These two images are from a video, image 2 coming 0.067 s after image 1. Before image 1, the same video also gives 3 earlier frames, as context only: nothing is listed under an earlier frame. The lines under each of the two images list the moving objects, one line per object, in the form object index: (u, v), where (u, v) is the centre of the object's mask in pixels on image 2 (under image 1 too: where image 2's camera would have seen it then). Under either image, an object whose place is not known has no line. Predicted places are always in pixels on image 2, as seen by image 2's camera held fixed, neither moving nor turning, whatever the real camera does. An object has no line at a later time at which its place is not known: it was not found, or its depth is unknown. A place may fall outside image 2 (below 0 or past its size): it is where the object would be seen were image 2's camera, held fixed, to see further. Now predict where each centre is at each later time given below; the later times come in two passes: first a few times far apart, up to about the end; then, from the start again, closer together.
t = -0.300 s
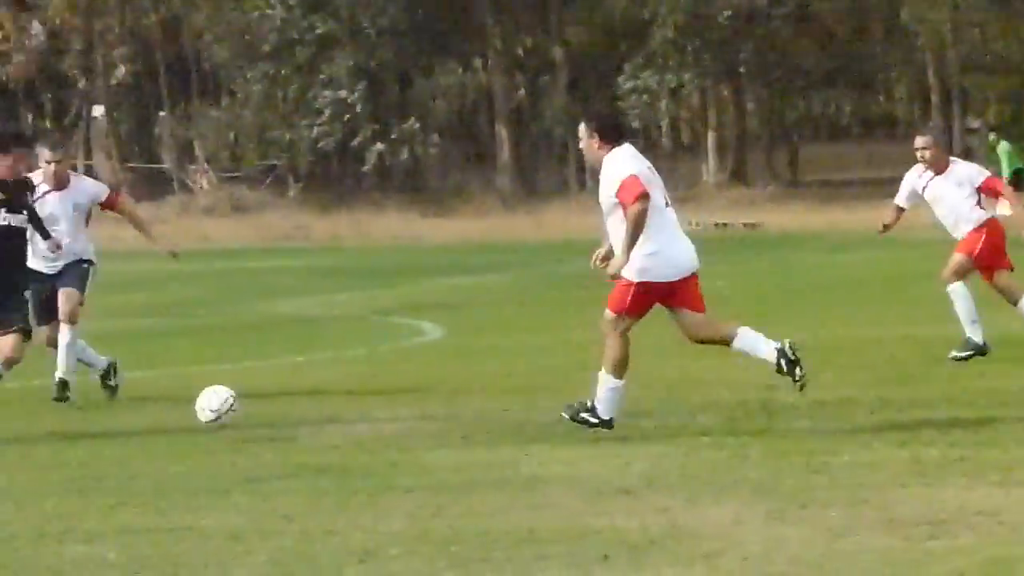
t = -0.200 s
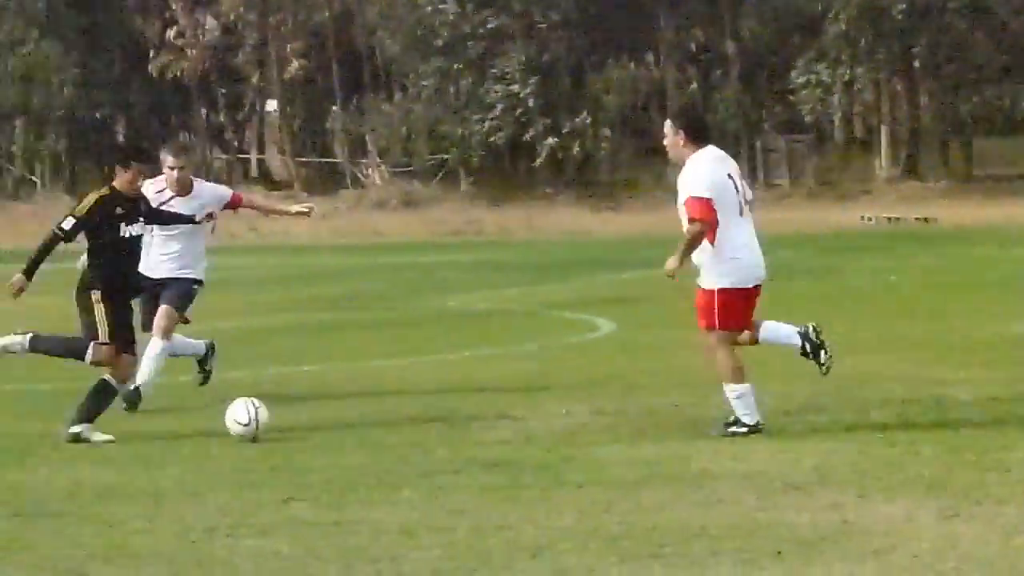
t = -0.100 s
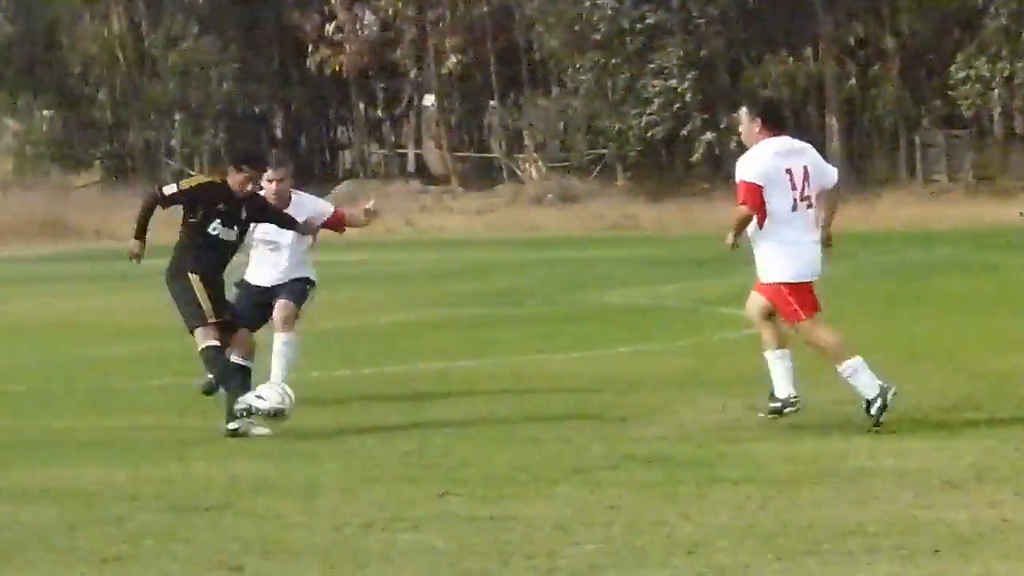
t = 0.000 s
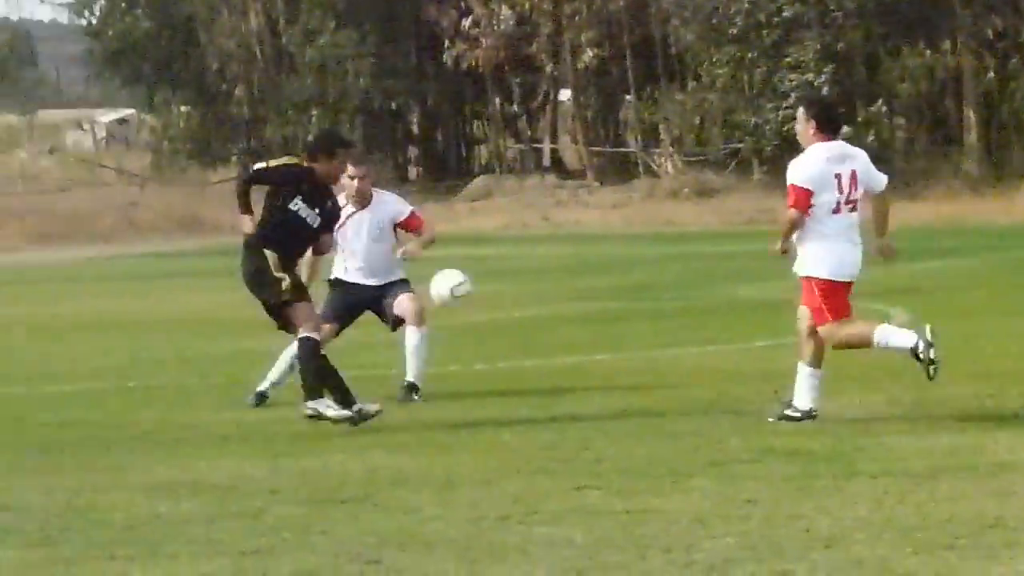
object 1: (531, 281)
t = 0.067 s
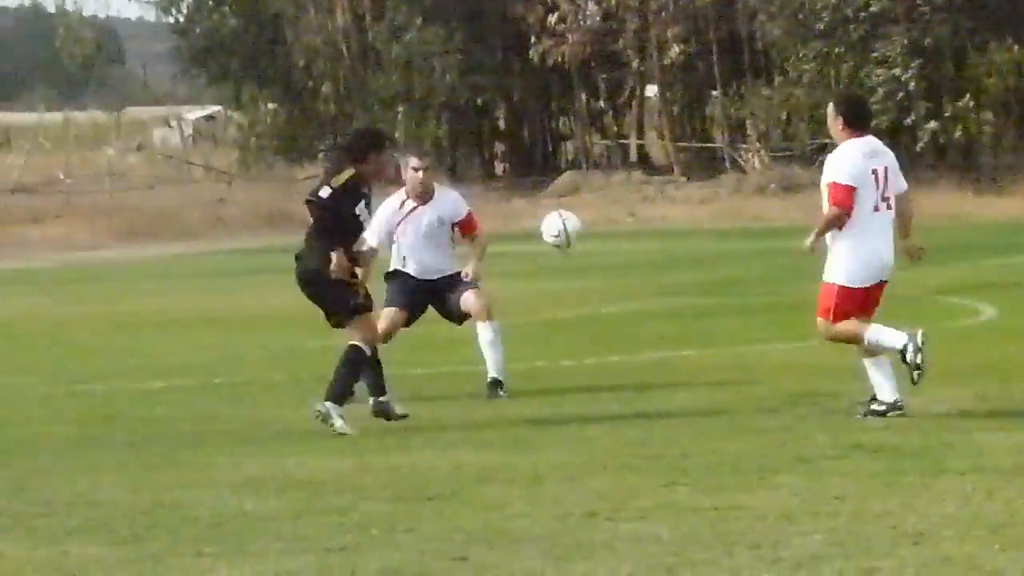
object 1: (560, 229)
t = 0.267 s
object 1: (619, 132)
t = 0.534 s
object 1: (666, 125)
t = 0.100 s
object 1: (572, 207)
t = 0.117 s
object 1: (578, 197)
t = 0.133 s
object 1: (581, 185)
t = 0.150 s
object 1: (586, 176)
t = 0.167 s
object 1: (592, 168)
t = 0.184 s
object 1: (597, 160)
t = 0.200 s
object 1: (601, 154)
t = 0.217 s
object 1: (606, 148)
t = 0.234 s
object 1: (609, 142)
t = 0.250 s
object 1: (614, 137)
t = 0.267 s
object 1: (619, 132)
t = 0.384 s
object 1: (641, 114)
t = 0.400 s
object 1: (644, 113)
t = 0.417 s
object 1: (647, 114)
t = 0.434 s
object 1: (649, 113)
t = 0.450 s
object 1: (653, 115)
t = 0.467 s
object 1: (656, 115)
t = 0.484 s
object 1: (659, 117)
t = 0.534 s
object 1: (666, 125)
